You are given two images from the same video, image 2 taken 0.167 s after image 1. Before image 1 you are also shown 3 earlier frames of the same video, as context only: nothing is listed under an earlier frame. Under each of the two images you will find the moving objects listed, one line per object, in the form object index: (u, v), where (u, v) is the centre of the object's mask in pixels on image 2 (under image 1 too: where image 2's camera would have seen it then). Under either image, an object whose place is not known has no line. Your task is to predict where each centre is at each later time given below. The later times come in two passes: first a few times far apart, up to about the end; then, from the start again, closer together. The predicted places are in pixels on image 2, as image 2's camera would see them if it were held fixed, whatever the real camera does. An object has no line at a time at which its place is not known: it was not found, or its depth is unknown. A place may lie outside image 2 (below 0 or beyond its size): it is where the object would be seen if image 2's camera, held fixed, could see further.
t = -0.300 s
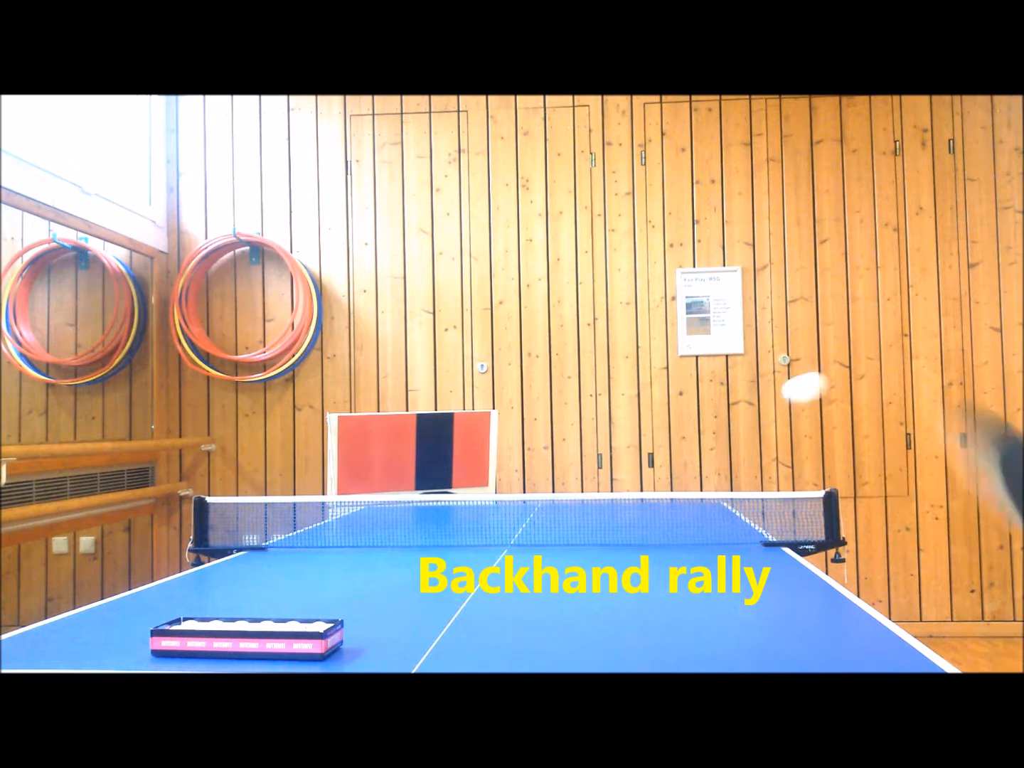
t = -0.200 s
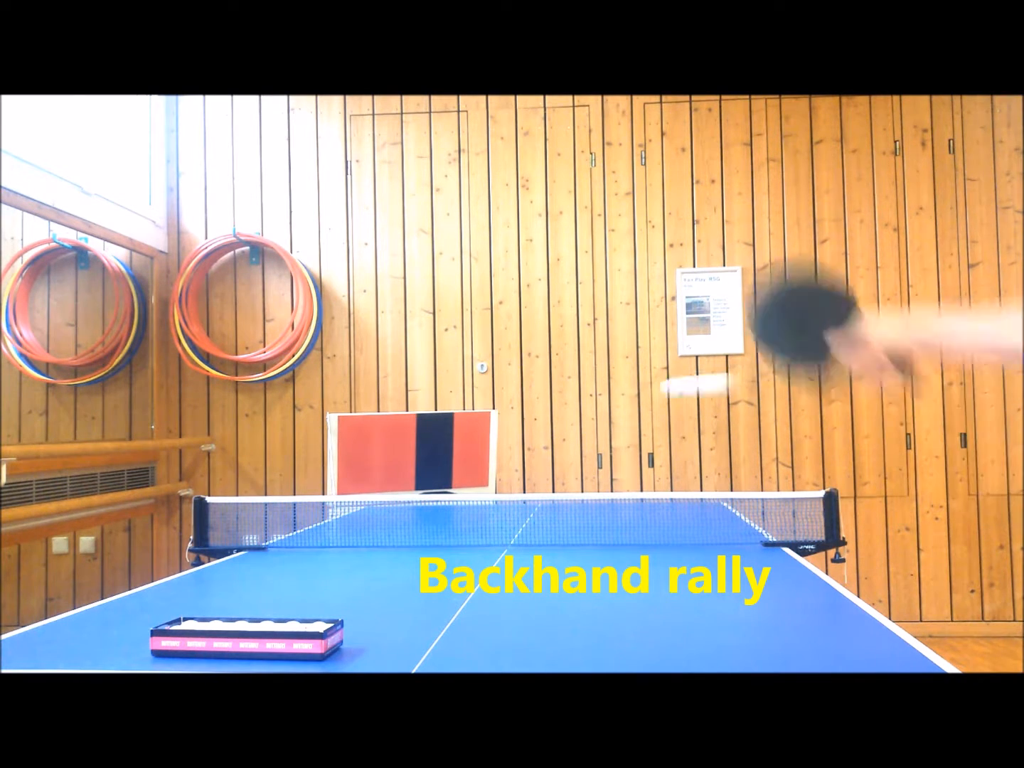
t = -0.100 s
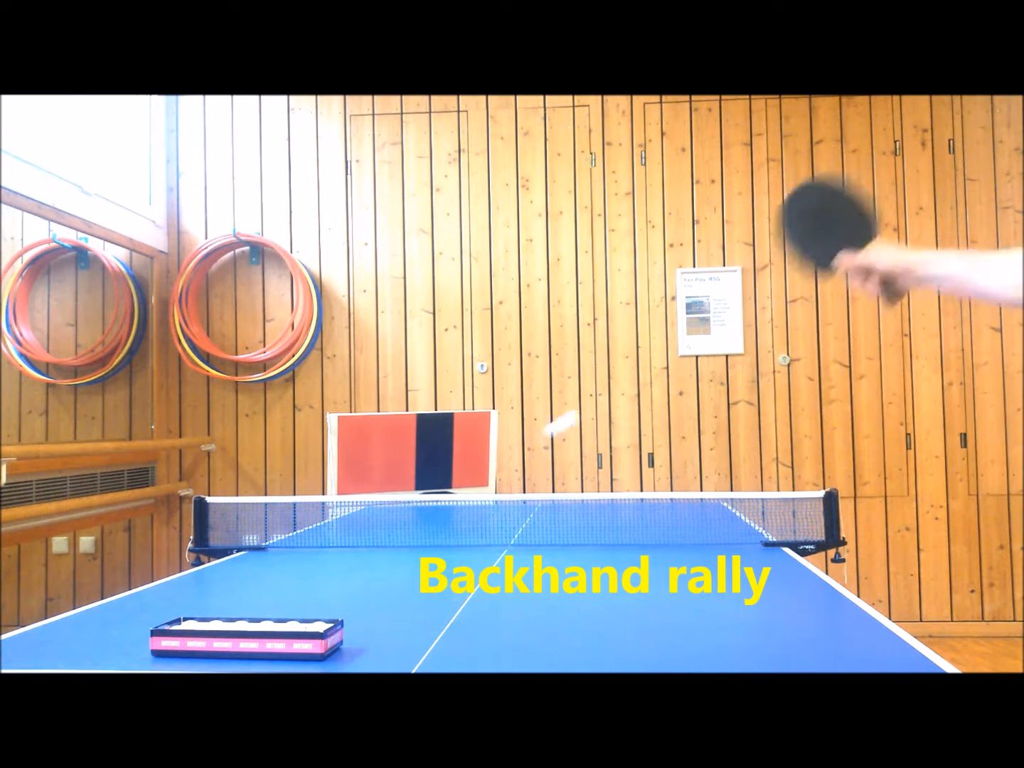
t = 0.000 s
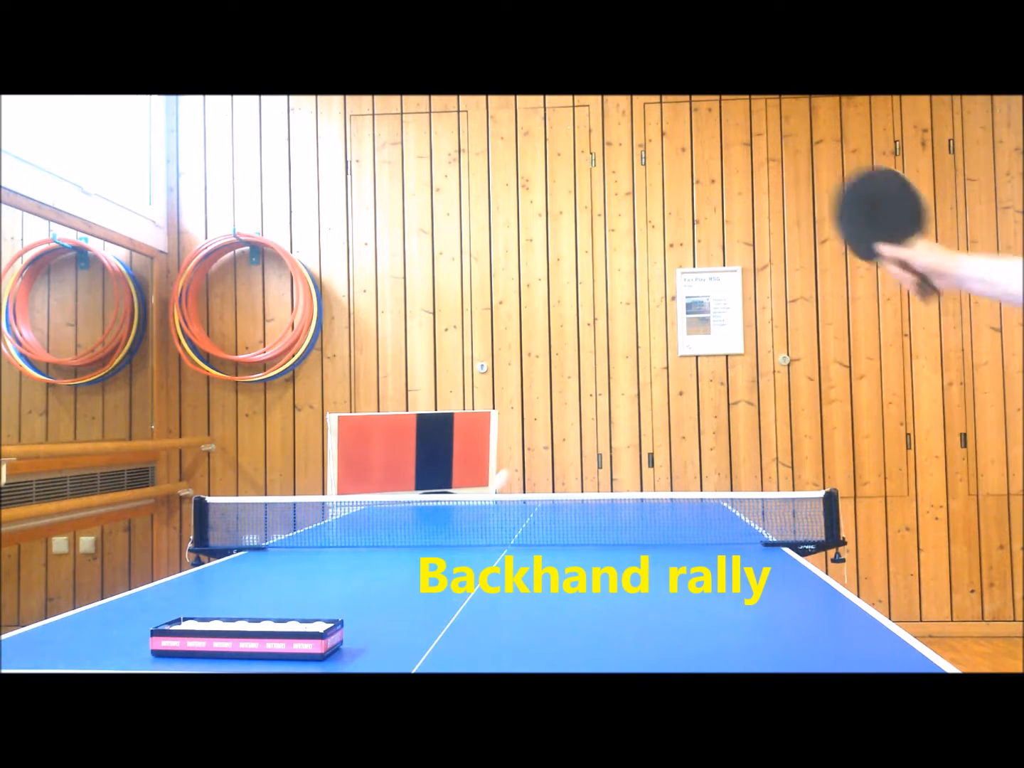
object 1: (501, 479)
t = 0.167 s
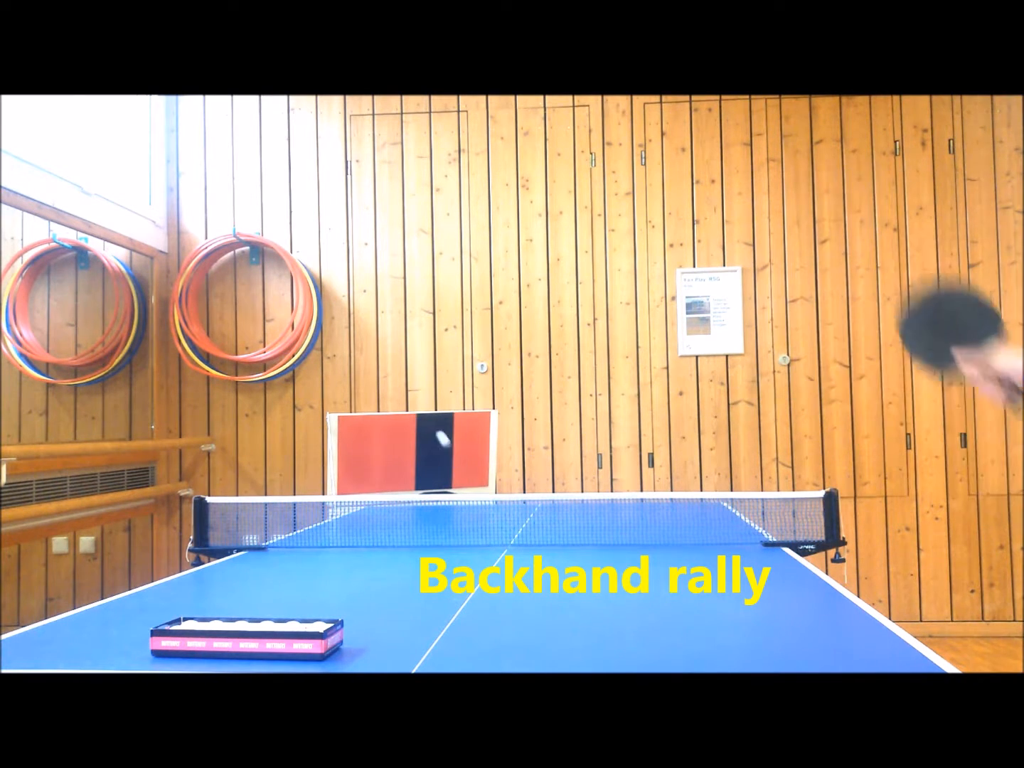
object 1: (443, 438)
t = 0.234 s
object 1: (453, 410)
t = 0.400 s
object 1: (520, 369)
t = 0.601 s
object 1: (629, 417)
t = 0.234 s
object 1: (453, 410)
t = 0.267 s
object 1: (465, 398)
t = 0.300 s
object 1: (478, 386)
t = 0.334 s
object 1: (491, 378)
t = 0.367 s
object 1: (506, 373)
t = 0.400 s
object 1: (520, 369)
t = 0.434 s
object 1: (535, 369)
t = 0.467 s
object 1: (552, 371)
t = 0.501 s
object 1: (570, 377)
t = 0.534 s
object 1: (589, 387)
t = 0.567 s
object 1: (608, 399)
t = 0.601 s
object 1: (629, 417)
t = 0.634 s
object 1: (653, 438)
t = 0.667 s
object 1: (676, 464)
